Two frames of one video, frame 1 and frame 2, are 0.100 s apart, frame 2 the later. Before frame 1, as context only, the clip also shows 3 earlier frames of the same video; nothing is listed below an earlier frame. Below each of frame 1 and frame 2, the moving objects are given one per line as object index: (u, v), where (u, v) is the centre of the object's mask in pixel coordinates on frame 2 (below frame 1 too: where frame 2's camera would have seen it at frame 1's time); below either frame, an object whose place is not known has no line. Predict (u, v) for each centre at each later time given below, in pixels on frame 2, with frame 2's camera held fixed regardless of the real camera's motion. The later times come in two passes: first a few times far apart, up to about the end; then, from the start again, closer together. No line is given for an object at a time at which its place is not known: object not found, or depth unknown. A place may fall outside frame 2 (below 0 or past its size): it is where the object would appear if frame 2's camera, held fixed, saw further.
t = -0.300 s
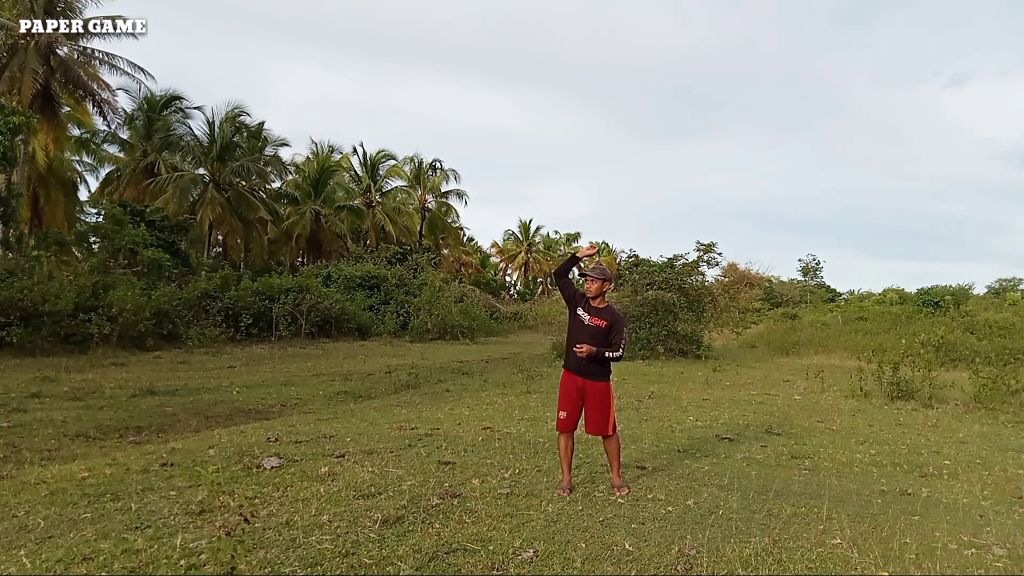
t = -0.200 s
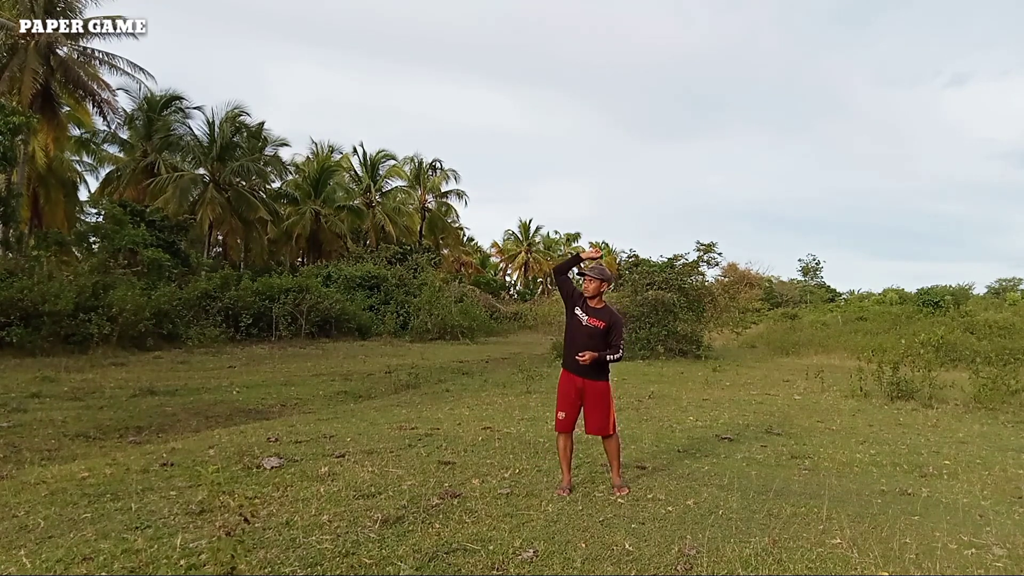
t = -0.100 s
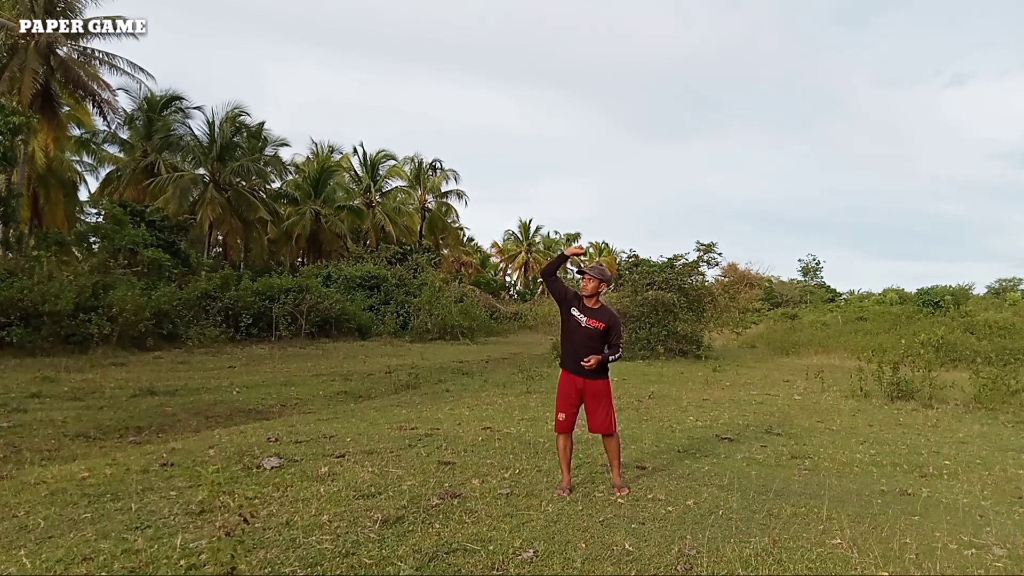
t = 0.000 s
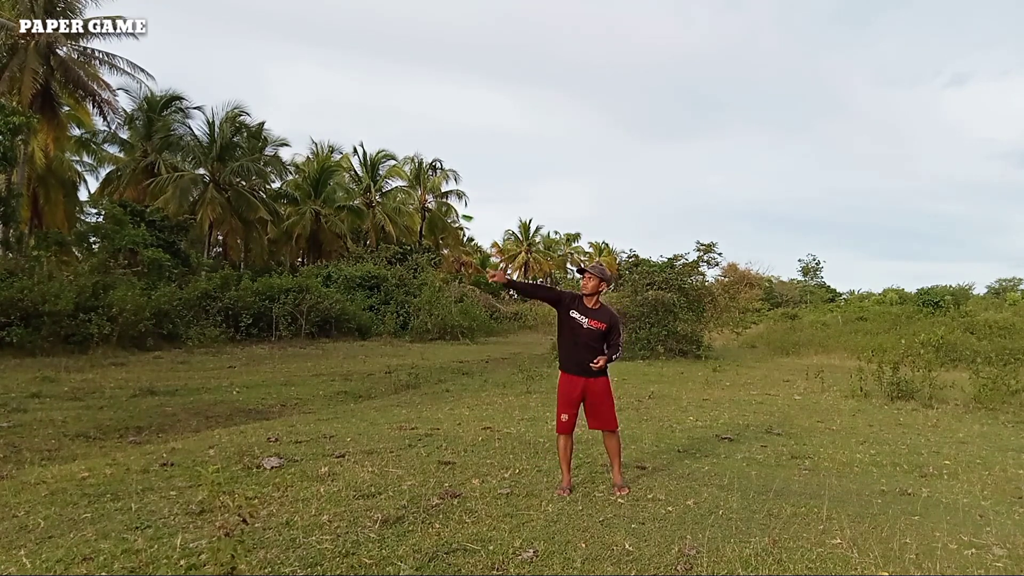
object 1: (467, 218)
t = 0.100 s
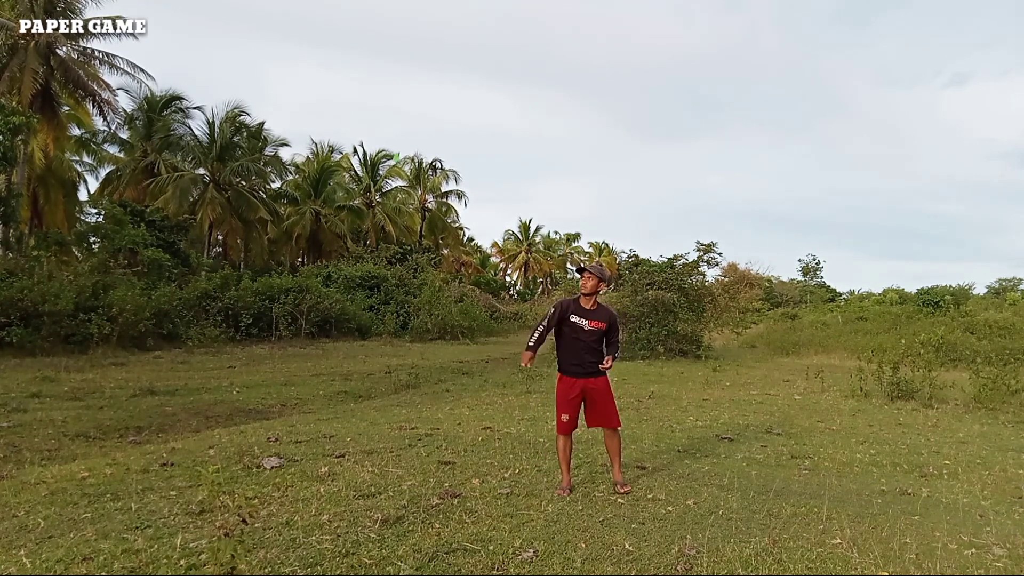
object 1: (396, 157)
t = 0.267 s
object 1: (422, 100)
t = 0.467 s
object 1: (466, 83)
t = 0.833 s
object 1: (535, 150)
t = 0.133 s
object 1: (397, 141)
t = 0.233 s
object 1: (415, 108)
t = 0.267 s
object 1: (422, 100)
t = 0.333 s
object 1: (437, 89)
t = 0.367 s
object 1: (444, 86)
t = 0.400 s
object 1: (452, 84)
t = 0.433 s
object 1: (459, 83)
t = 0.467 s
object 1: (466, 83)
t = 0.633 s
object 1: (497, 96)
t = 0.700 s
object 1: (509, 109)
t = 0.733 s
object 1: (516, 117)
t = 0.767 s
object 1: (522, 127)
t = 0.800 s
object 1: (529, 138)
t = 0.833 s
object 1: (535, 150)
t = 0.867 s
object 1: (541, 163)
